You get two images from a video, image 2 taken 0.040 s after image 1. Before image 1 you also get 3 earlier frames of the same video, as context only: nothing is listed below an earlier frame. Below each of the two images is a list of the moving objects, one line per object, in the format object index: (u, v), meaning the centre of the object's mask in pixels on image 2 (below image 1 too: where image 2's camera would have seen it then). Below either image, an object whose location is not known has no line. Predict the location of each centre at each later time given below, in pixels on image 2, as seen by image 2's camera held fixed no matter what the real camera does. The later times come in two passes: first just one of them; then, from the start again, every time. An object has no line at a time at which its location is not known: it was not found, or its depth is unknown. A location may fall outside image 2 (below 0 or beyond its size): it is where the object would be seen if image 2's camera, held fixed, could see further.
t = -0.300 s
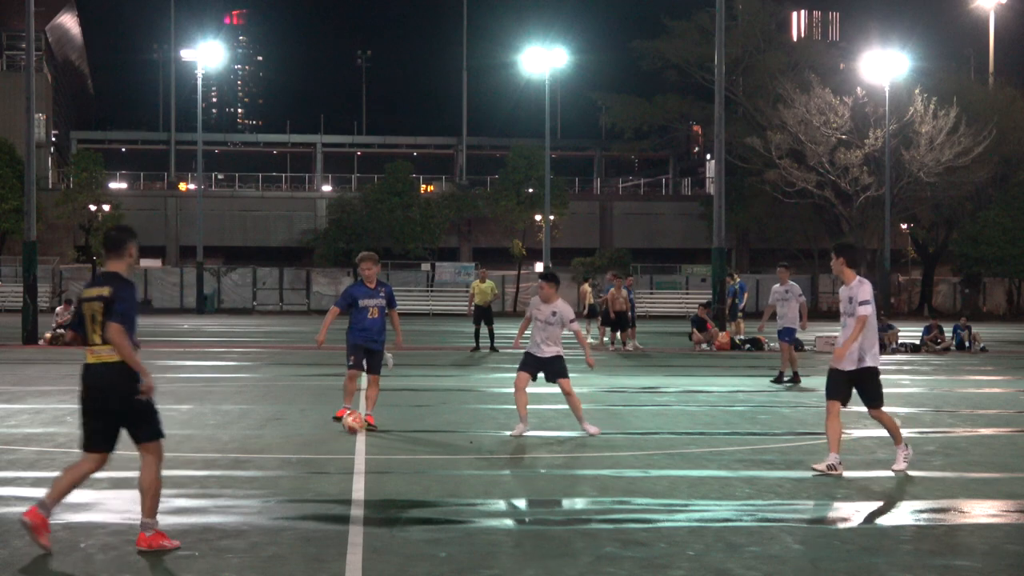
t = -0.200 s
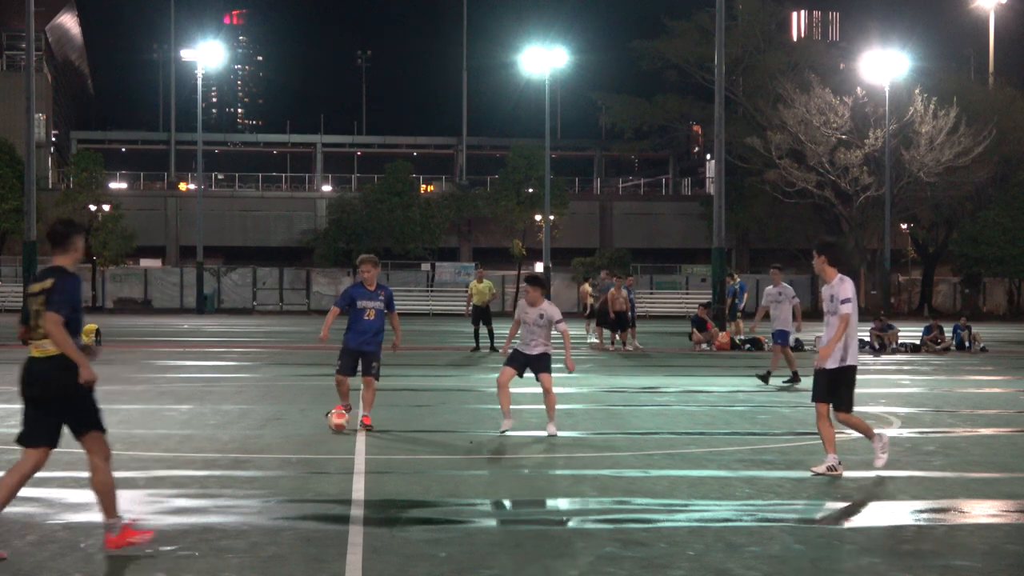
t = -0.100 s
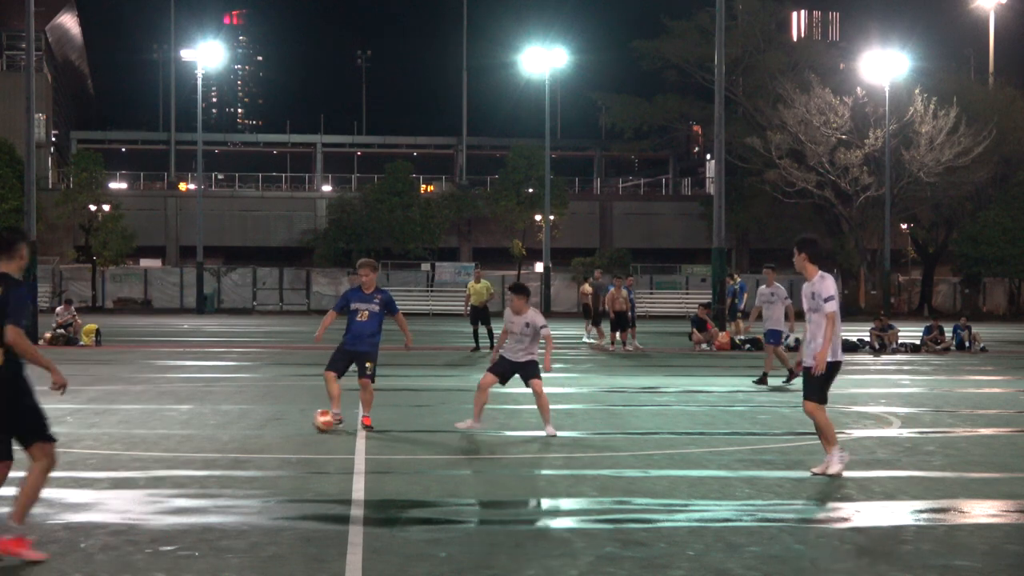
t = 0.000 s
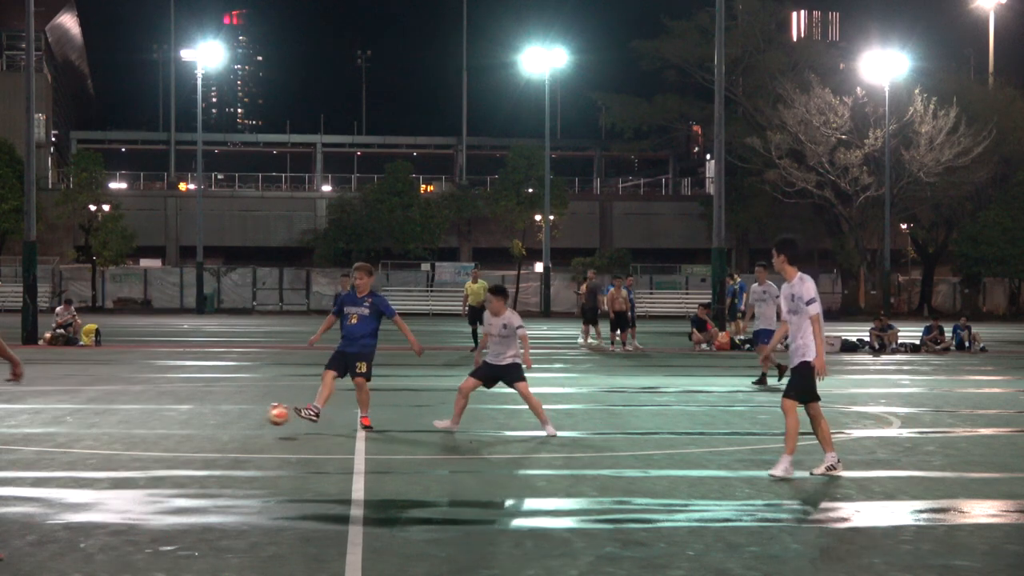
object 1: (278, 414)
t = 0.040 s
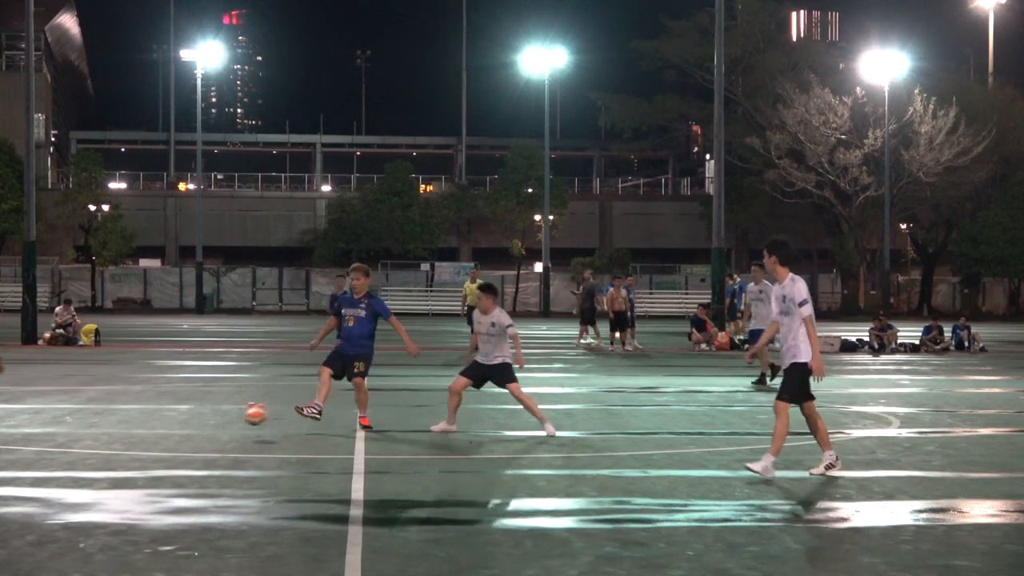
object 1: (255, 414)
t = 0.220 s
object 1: (143, 434)
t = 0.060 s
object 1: (244, 414)
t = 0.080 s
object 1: (232, 415)
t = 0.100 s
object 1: (219, 416)
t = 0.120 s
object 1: (208, 417)
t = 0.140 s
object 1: (196, 419)
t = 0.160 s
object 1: (183, 422)
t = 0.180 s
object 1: (169, 425)
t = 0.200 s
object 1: (156, 430)
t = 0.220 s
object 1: (143, 434)
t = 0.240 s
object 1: (129, 439)
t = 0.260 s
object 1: (117, 440)
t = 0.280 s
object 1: (108, 439)
